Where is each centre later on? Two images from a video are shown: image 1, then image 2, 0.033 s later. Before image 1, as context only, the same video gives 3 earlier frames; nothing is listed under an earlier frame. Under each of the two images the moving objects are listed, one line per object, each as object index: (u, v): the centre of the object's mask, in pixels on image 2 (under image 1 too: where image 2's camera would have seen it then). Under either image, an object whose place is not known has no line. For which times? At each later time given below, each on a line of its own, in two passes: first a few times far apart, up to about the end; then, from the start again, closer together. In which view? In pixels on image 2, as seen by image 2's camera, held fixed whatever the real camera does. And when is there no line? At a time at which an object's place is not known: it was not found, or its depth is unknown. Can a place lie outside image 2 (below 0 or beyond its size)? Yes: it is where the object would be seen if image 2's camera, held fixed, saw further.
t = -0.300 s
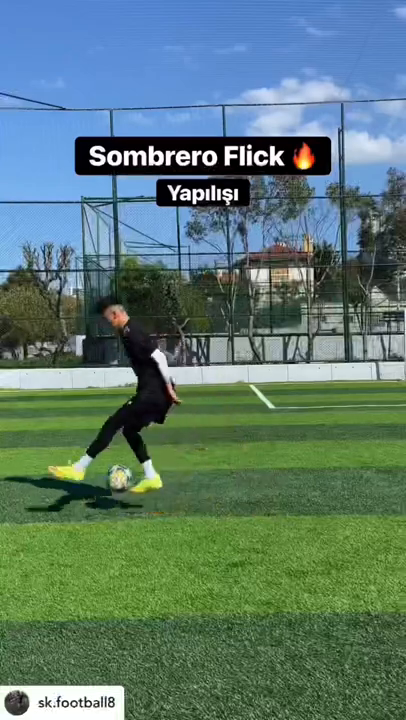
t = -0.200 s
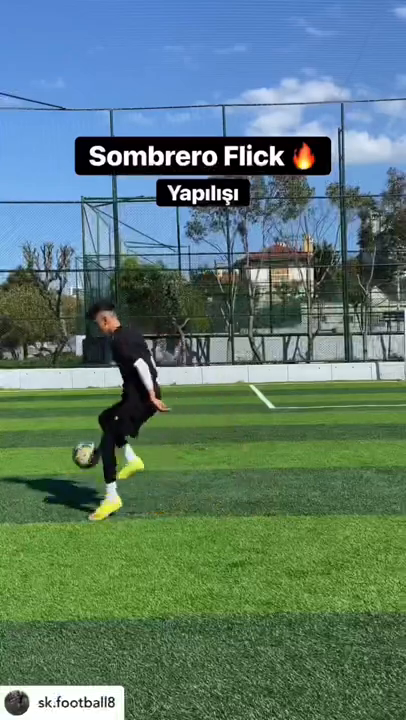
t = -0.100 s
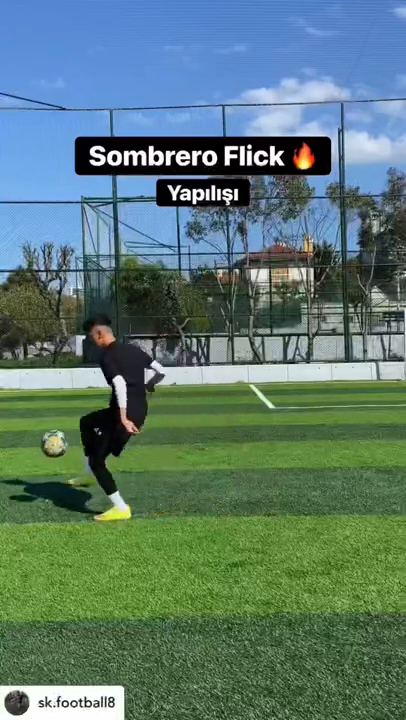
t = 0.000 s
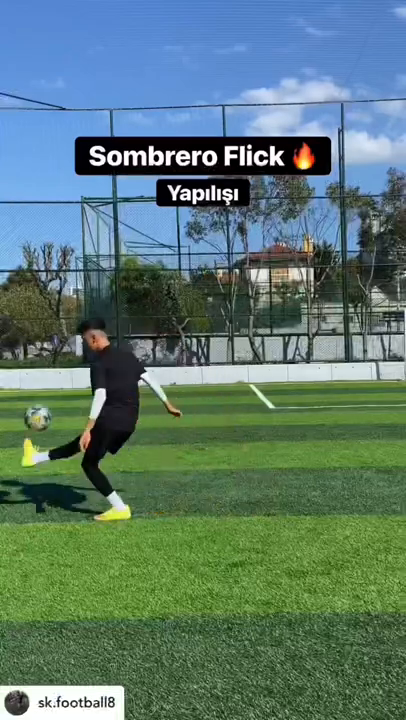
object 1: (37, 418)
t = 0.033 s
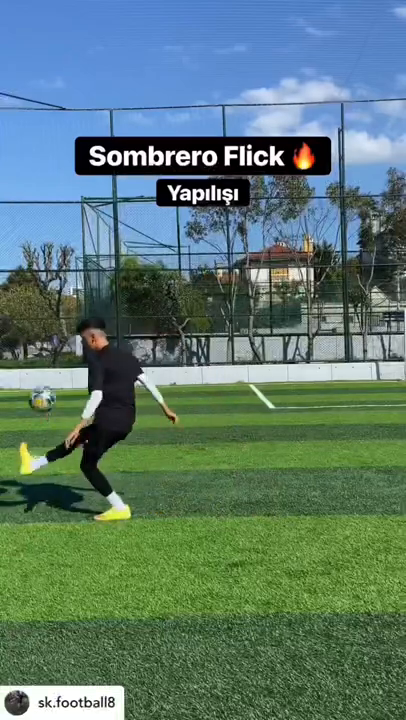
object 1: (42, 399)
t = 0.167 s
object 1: (61, 336)
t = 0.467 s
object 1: (108, 278)
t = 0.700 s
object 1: (147, 312)
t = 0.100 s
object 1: (51, 365)
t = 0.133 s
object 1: (56, 348)
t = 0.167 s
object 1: (61, 336)
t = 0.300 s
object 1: (80, 295)
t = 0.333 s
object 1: (85, 291)
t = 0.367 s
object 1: (90, 286)
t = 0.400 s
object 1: (96, 283)
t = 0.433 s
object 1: (102, 279)
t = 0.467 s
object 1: (108, 278)
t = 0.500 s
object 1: (112, 279)
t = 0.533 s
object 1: (117, 280)
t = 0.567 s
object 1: (124, 284)
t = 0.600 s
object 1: (131, 289)
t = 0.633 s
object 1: (136, 295)
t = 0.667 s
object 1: (141, 303)
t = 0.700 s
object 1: (147, 312)
